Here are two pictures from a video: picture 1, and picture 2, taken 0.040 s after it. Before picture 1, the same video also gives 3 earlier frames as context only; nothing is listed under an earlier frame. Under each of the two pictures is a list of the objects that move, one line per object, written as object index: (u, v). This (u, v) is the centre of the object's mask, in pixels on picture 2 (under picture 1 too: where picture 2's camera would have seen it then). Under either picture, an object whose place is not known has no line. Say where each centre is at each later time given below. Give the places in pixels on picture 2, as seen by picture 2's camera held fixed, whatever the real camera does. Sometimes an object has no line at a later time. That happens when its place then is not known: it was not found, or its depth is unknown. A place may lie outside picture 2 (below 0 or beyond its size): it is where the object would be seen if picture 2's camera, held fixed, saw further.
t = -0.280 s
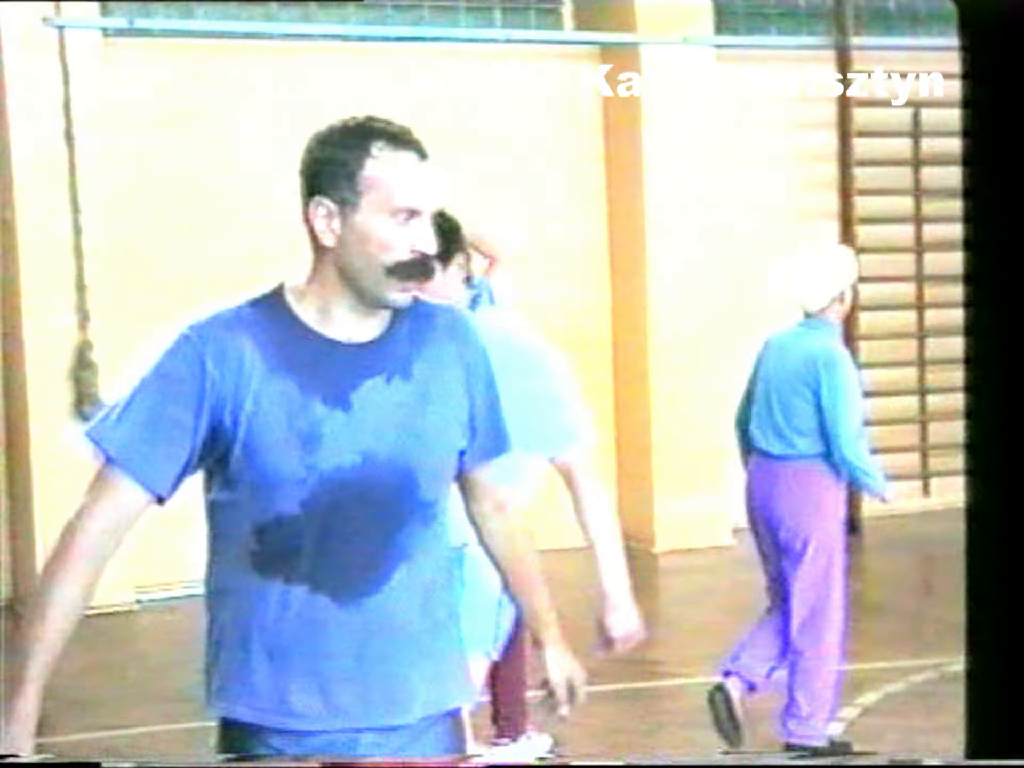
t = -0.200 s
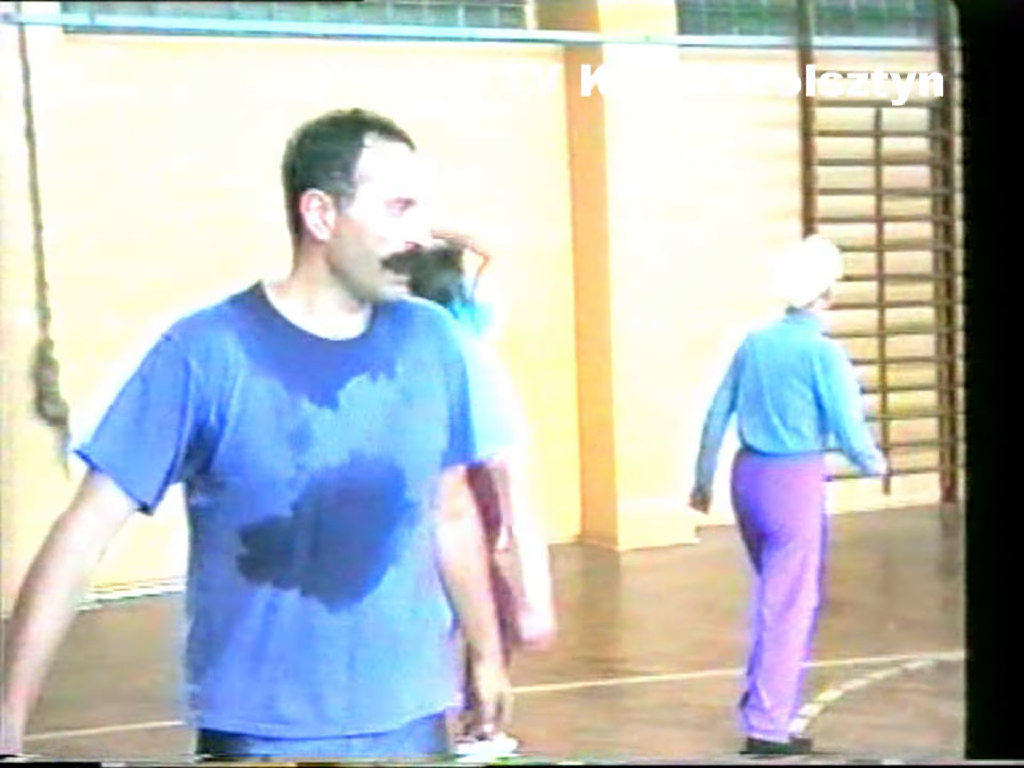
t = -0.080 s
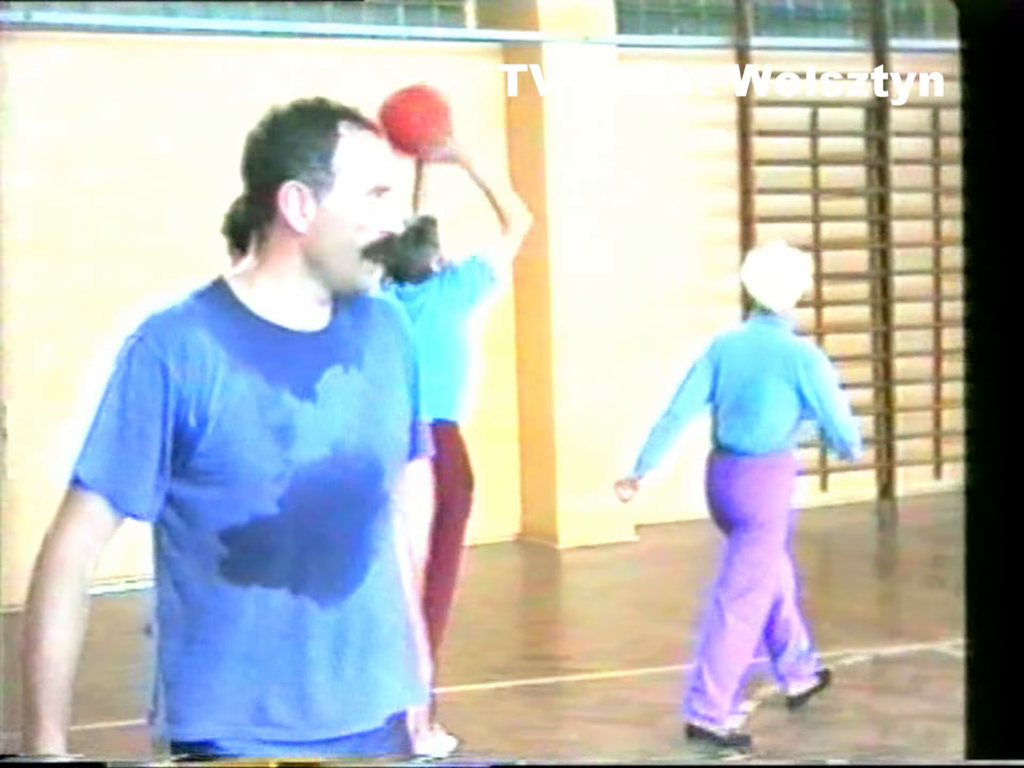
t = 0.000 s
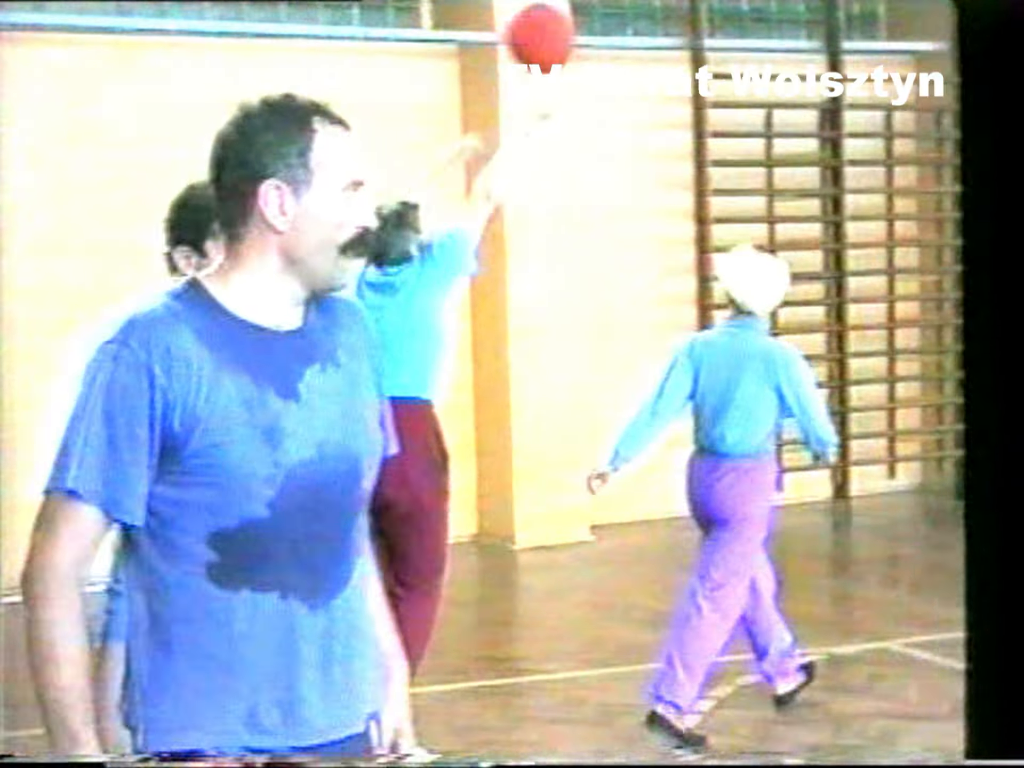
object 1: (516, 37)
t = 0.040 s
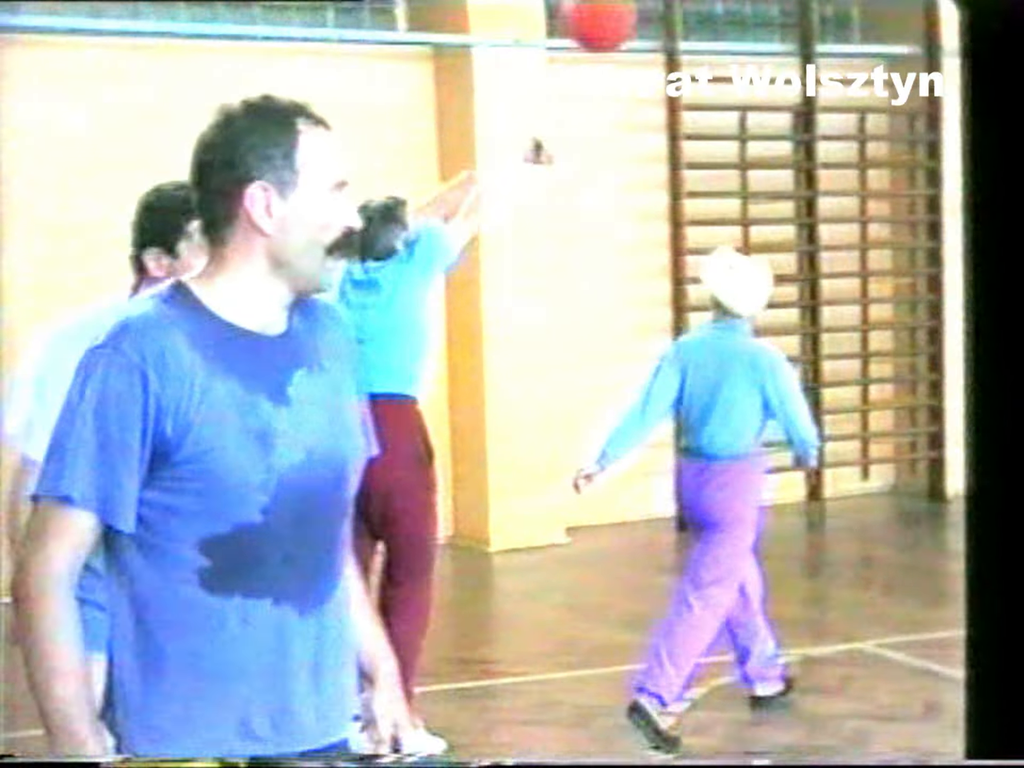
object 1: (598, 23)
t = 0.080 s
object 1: (674, 14)
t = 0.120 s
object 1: (750, 6)
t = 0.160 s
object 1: (814, 0)
